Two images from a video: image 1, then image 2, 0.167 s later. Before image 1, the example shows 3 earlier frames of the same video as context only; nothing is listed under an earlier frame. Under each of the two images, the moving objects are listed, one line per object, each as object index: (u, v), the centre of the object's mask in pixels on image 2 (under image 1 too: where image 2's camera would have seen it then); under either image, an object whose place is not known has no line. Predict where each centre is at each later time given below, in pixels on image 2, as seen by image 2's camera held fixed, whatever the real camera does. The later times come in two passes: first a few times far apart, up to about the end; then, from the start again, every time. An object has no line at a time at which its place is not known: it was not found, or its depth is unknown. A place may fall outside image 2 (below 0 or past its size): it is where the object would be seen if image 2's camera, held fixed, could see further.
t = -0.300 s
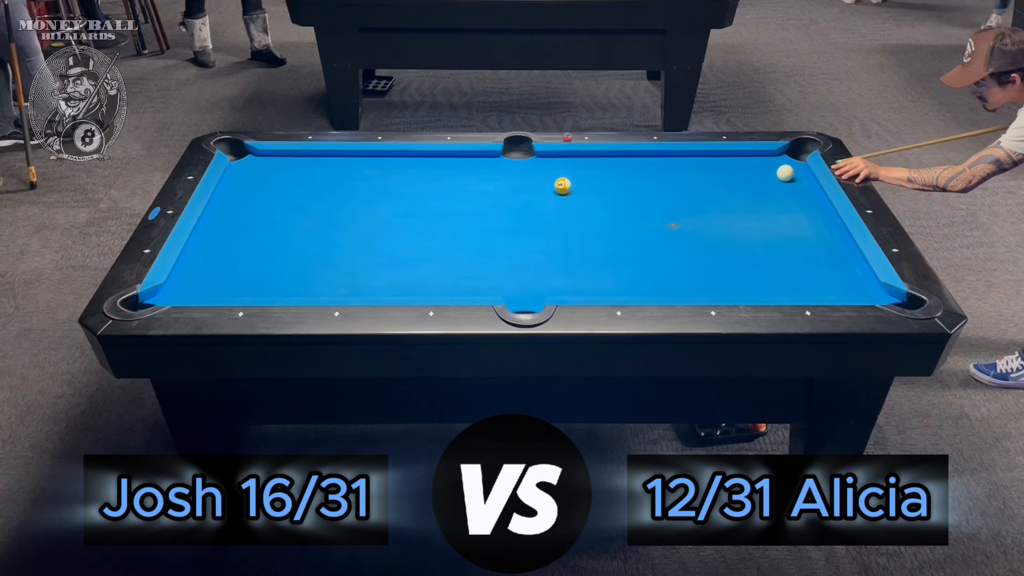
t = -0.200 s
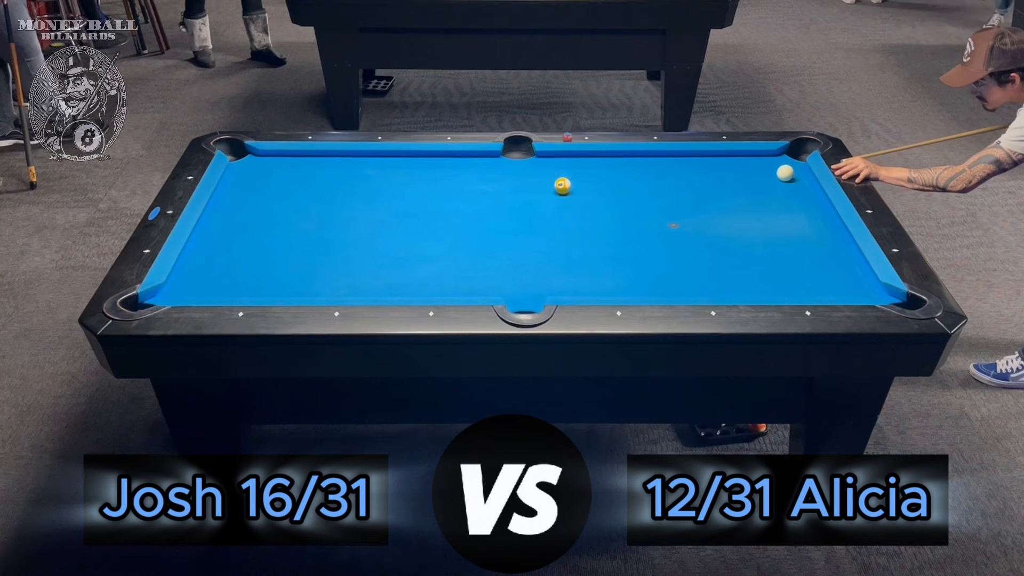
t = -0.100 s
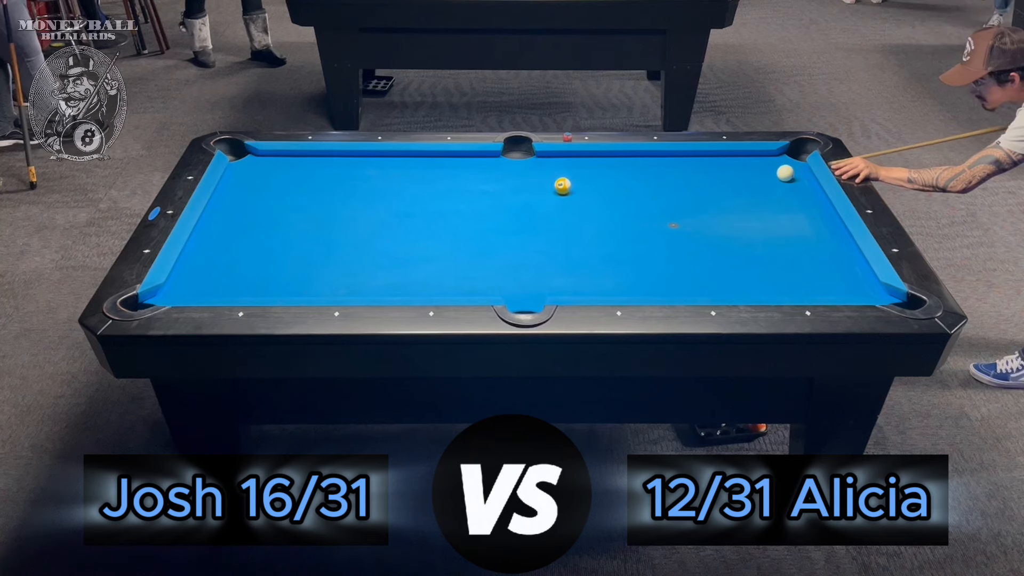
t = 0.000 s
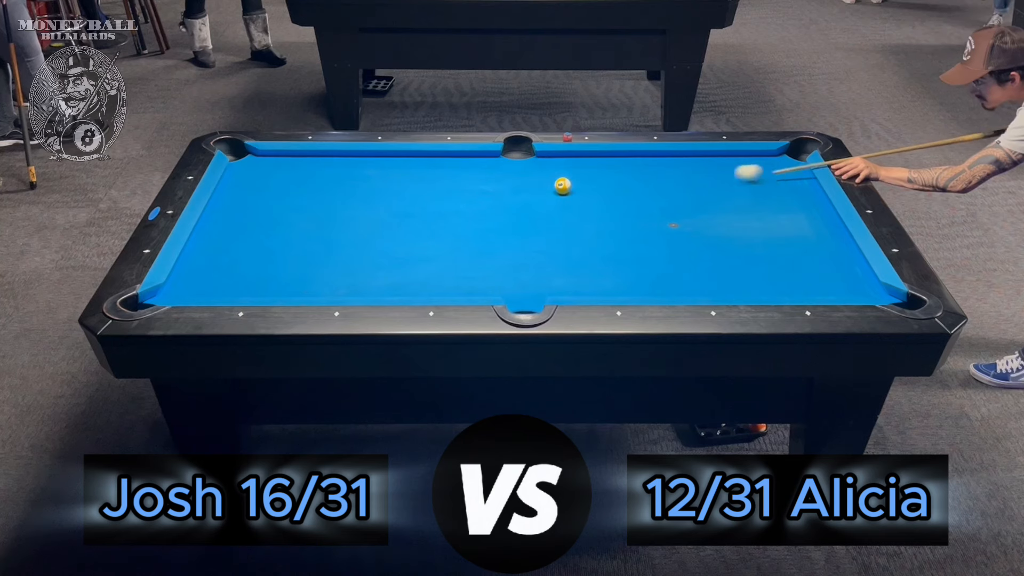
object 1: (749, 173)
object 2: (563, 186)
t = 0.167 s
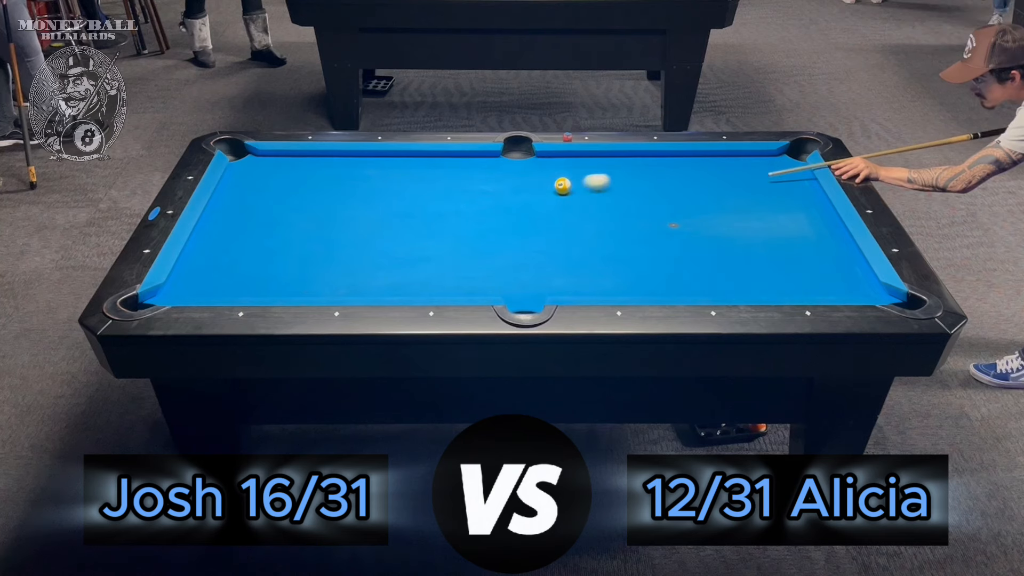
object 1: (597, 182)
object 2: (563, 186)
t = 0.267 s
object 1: (570, 179)
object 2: (505, 194)
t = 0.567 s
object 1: (506, 167)
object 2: (315, 219)
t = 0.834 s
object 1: (442, 158)
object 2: (230, 238)
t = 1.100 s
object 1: (389, 158)
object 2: (327, 249)
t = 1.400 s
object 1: (336, 163)
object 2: (435, 262)
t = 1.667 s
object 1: (290, 167)
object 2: (531, 273)
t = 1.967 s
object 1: (239, 172)
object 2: (642, 285)
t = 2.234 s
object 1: (254, 177)
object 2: (739, 291)
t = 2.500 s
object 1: (280, 181)
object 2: (811, 287)
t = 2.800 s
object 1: (308, 187)
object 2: (857, 279)
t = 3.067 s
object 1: (331, 191)
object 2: (811, 270)
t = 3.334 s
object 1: (353, 195)
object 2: (769, 262)
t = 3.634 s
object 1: (376, 199)
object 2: (726, 254)
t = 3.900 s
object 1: (394, 203)
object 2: (690, 247)
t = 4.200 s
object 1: (412, 206)
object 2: (654, 240)
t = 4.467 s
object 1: (427, 209)
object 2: (624, 234)
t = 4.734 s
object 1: (440, 212)
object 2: (597, 229)
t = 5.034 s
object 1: (452, 214)
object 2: (570, 223)
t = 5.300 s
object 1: (462, 216)
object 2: (548, 219)
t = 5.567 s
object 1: (469, 217)
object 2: (529, 215)
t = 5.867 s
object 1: (476, 219)
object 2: (509, 211)
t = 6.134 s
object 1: (480, 220)
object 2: (493, 207)
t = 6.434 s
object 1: (481, 220)
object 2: (479, 203)
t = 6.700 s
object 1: (482, 220)
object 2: (467, 201)
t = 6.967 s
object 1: (481, 220)
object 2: (458, 199)
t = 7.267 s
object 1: (481, 220)
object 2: (449, 197)
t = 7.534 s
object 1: (482, 221)
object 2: (444, 196)
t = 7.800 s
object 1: (482, 221)
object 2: (440, 195)
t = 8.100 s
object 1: (482, 221)
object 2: (438, 195)
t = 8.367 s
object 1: (482, 221)
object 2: (438, 195)
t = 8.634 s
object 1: (482, 221)
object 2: (438, 195)
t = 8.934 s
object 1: (482, 221)
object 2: (438, 195)
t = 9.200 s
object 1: (481, 221)
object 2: (438, 195)
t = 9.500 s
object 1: (482, 221)
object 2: (438, 195)
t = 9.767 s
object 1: (482, 221)
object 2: (438, 195)
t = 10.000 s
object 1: (482, 221)
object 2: (438, 195)
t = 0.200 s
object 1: (577, 182)
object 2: (554, 187)
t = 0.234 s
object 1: (574, 180)
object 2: (529, 190)
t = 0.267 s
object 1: (570, 179)
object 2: (505, 194)
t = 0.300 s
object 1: (566, 177)
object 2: (481, 197)
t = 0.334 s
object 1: (561, 175)
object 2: (458, 200)
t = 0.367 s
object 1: (555, 174)
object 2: (435, 203)
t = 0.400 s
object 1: (548, 173)
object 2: (413, 206)
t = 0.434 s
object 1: (540, 171)
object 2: (393, 209)
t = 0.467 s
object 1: (531, 170)
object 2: (373, 211)
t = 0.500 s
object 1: (523, 169)
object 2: (354, 214)
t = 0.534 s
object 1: (515, 168)
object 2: (335, 216)
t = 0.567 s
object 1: (506, 167)
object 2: (315, 219)
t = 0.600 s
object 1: (498, 166)
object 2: (295, 222)
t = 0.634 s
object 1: (490, 164)
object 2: (275, 225)
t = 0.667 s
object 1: (482, 163)
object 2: (255, 227)
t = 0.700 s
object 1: (473, 162)
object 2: (234, 230)
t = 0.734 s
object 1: (465, 161)
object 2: (213, 233)
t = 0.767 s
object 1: (458, 160)
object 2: (203, 235)
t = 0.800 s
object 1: (449, 159)
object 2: (216, 236)
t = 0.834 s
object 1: (442, 158)
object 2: (230, 238)
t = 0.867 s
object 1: (434, 156)
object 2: (243, 239)
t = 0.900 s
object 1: (426, 155)
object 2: (255, 240)
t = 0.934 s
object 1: (420, 155)
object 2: (267, 242)
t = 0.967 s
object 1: (414, 156)
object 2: (279, 243)
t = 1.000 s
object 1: (407, 157)
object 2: (291, 245)
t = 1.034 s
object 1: (401, 157)
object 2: (303, 246)
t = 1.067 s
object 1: (395, 158)
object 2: (314, 247)
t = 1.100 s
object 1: (389, 158)
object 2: (327, 249)
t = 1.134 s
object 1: (383, 159)
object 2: (339, 250)
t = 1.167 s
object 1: (377, 159)
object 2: (351, 252)
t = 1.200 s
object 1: (371, 160)
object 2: (363, 253)
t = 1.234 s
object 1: (366, 160)
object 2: (375, 254)
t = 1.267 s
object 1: (360, 161)
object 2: (387, 256)
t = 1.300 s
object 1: (354, 161)
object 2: (399, 257)
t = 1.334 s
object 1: (348, 162)
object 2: (411, 259)
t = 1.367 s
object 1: (342, 163)
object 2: (423, 260)
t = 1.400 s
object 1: (336, 163)
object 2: (435, 262)
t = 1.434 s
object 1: (330, 164)
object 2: (447, 263)
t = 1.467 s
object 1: (325, 164)
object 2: (459, 264)
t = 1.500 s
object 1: (319, 165)
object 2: (471, 266)
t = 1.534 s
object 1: (313, 165)
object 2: (483, 267)
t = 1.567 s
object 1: (307, 166)
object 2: (496, 268)
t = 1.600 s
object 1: (301, 166)
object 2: (507, 270)
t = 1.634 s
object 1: (296, 167)
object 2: (519, 271)
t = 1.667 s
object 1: (290, 167)
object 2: (531, 273)
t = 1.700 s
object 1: (284, 168)
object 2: (544, 274)
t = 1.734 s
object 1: (278, 168)
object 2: (556, 275)
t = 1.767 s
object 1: (273, 169)
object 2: (568, 277)
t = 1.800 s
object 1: (267, 170)
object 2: (581, 279)
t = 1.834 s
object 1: (261, 170)
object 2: (593, 280)
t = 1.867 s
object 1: (256, 171)
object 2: (605, 281)
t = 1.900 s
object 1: (251, 171)
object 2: (617, 282)
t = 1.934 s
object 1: (245, 171)
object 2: (629, 284)
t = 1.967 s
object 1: (239, 172)
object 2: (642, 285)
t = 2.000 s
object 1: (234, 173)
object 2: (654, 286)
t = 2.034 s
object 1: (233, 173)
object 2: (666, 287)
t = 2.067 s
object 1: (237, 174)
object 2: (678, 287)
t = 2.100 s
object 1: (240, 174)
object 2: (691, 288)
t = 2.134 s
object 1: (244, 175)
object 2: (703, 289)
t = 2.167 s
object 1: (247, 175)
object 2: (716, 290)
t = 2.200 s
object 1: (251, 176)
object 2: (728, 291)
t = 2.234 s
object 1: (254, 177)
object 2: (739, 291)
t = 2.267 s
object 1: (257, 177)
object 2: (748, 291)
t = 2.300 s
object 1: (261, 178)
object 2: (757, 290)
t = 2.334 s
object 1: (264, 178)
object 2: (766, 289)
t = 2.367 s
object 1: (267, 179)
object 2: (775, 289)
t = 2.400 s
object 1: (270, 180)
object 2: (785, 288)
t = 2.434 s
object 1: (274, 180)
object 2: (794, 288)
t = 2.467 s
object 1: (277, 181)
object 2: (803, 287)
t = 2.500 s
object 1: (280, 181)
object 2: (811, 287)
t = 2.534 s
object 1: (283, 182)
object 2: (821, 287)
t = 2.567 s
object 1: (286, 183)
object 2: (829, 286)
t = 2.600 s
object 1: (290, 183)
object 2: (838, 285)
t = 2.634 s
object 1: (293, 184)
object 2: (847, 284)
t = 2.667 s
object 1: (296, 184)
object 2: (855, 283)
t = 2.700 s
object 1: (299, 185)
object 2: (863, 282)
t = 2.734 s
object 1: (302, 185)
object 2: (869, 281)
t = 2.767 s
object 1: (305, 186)
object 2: (863, 280)
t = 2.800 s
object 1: (308, 187)
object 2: (857, 279)
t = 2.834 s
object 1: (311, 187)
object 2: (851, 278)
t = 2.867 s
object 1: (314, 188)
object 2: (845, 277)
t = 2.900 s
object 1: (317, 188)
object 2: (839, 275)
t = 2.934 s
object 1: (320, 189)
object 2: (834, 274)
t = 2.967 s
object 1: (323, 189)
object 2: (828, 273)
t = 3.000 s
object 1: (326, 190)
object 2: (822, 272)
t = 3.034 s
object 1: (328, 190)
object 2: (817, 271)
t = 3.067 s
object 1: (331, 191)
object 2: (811, 270)
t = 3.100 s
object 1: (334, 191)
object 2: (806, 269)
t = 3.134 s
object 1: (337, 192)
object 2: (800, 268)
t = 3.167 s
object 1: (340, 192)
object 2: (795, 267)
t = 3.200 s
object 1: (342, 193)
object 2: (790, 266)
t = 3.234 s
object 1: (345, 193)
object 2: (785, 265)
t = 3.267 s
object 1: (348, 193)
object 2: (779, 264)
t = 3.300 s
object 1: (350, 194)
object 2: (774, 262)
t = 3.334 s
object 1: (353, 195)
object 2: (769, 262)
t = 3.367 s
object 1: (356, 195)
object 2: (764, 261)
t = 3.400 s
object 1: (358, 196)
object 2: (759, 260)
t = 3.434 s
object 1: (361, 196)
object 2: (754, 259)
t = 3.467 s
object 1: (363, 197)
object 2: (749, 258)
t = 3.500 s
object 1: (366, 197)
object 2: (745, 257)
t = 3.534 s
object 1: (368, 197)
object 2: (740, 256)
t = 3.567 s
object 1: (370, 198)
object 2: (735, 255)
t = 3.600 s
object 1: (373, 199)
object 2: (730, 254)
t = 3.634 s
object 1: (376, 199)
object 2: (726, 254)
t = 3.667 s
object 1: (378, 200)
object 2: (721, 253)
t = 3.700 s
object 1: (380, 200)
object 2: (716, 252)
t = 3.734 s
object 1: (382, 200)
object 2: (712, 251)
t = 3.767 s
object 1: (385, 201)
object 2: (708, 250)
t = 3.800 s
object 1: (387, 201)
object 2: (703, 249)
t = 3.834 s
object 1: (389, 202)
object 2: (699, 249)
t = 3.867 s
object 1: (391, 202)
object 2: (695, 248)
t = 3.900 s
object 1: (394, 203)
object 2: (690, 247)
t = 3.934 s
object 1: (396, 203)
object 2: (686, 246)
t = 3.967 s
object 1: (398, 204)
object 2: (682, 245)
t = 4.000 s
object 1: (400, 204)
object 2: (678, 245)
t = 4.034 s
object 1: (402, 204)
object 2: (673, 244)
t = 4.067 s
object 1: (404, 205)
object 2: (669, 243)
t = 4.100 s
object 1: (406, 205)
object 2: (666, 242)
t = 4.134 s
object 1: (408, 206)
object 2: (662, 241)
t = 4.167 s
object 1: (410, 206)
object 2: (658, 240)
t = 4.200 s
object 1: (412, 206)
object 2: (654, 240)
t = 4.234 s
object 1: (414, 206)
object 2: (650, 239)
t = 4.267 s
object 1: (416, 206)
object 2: (646, 238)
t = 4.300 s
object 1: (418, 207)
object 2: (642, 238)
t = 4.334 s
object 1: (419, 208)
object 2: (639, 237)
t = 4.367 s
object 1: (421, 208)
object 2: (635, 236)
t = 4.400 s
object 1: (423, 208)
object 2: (631, 235)
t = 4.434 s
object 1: (425, 208)
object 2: (628, 235)
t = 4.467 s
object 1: (427, 209)
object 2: (624, 234)
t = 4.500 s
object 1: (428, 209)
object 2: (621, 233)
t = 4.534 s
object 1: (430, 210)
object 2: (617, 233)
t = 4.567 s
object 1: (432, 210)
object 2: (614, 232)
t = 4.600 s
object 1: (433, 210)
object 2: (611, 231)
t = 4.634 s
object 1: (435, 210)
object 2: (607, 231)
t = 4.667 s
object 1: (437, 211)
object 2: (604, 230)
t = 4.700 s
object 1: (438, 211)
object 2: (601, 229)
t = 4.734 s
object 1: (440, 212)
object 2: (597, 229)
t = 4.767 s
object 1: (441, 212)
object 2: (594, 228)
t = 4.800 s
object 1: (443, 212)
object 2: (591, 227)
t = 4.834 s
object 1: (444, 212)
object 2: (588, 227)
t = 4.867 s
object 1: (446, 213)
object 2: (585, 226)
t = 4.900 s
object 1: (447, 213)
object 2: (582, 225)
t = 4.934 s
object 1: (449, 213)
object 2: (579, 225)
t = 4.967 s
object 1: (450, 213)
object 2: (576, 224)
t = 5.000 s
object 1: (451, 213)
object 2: (573, 224)
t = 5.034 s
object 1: (452, 214)
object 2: (570, 223)
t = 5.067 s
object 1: (454, 214)
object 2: (568, 223)
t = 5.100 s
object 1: (455, 214)
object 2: (564, 222)
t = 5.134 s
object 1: (456, 214)
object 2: (562, 221)
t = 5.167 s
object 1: (457, 215)
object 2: (559, 221)
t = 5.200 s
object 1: (459, 215)
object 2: (556, 220)
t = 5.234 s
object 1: (459, 215)
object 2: (554, 220)
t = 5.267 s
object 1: (460, 215)
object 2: (551, 219)
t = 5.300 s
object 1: (462, 216)
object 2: (548, 219)
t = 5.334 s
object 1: (463, 216)
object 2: (545, 218)
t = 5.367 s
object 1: (464, 216)
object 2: (543, 218)
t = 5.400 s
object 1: (465, 216)
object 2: (540, 217)
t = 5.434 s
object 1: (466, 216)
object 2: (538, 217)
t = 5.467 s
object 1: (467, 216)
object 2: (535, 216)
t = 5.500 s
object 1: (468, 217)
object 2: (533, 216)
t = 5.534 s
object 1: (469, 217)
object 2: (531, 215)
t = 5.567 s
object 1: (469, 217)
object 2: (529, 215)
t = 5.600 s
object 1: (470, 217)
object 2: (526, 214)
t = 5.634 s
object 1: (471, 217)
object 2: (524, 214)
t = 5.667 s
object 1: (472, 218)
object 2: (521, 213)
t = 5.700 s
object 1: (473, 218)
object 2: (519, 213)
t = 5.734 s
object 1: (473, 218)
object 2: (517, 213)
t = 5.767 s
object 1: (474, 218)
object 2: (515, 212)
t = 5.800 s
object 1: (475, 218)
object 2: (513, 211)
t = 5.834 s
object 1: (475, 219)
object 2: (510, 211)
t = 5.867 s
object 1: (476, 219)
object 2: (509, 211)
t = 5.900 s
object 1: (476, 219)
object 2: (506, 210)
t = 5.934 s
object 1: (477, 219)
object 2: (504, 210)
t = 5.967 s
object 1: (477, 219)
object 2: (502, 209)
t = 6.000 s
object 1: (478, 219)
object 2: (501, 209)
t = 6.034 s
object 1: (478, 220)
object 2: (499, 209)
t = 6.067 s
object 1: (479, 220)
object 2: (497, 208)
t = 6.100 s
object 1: (479, 220)
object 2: (495, 208)
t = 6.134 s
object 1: (480, 220)
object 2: (493, 207)
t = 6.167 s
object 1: (480, 220)
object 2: (492, 207)
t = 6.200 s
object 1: (480, 220)
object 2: (490, 206)
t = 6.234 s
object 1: (480, 220)
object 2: (489, 205)
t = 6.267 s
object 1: (481, 220)
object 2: (487, 205)
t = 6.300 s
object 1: (481, 220)
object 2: (485, 204)
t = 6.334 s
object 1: (481, 220)
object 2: (483, 204)
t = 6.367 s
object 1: (481, 220)
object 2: (482, 204)
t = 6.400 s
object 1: (482, 220)
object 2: (480, 204)
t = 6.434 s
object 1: (481, 220)
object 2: (479, 203)
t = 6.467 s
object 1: (482, 220)
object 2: (477, 203)
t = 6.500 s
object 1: (482, 220)
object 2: (475, 203)
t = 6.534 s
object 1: (482, 220)
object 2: (474, 203)
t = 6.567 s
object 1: (482, 220)
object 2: (473, 203)
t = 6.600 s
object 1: (482, 220)
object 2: (471, 203)
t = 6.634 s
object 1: (482, 220)
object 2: (470, 202)
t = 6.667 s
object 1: (481, 220)
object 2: (469, 202)
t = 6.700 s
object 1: (482, 220)
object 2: (467, 201)
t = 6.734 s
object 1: (482, 220)
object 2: (466, 201)
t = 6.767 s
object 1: (482, 220)
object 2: (465, 201)
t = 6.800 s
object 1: (481, 220)
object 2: (463, 201)
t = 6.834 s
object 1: (481, 220)
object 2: (462, 200)
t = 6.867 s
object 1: (481, 220)
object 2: (461, 200)
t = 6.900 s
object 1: (481, 220)
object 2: (460, 200)
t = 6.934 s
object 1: (481, 220)
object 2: (459, 199)
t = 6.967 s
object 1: (481, 220)
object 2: (458, 199)
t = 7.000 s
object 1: (481, 220)
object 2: (457, 199)
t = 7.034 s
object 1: (482, 220)
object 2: (456, 199)
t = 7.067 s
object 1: (482, 220)
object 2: (455, 199)
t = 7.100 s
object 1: (482, 220)
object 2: (454, 198)
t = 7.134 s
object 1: (482, 220)
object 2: (453, 198)
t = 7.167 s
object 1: (482, 220)
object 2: (452, 198)
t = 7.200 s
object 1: (482, 220)
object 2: (451, 198)
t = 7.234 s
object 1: (482, 220)
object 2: (450, 197)
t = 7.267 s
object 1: (481, 220)
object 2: (449, 197)
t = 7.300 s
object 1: (481, 220)
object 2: (449, 197)
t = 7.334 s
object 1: (481, 221)
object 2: (448, 197)
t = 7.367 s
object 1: (482, 221)
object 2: (447, 197)
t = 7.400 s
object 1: (482, 221)
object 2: (447, 197)
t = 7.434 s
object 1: (482, 221)
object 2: (446, 196)
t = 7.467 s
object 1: (482, 221)
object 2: (445, 196)
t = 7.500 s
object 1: (482, 221)
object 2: (444, 196)
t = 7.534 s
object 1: (482, 221)
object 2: (444, 196)
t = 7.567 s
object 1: (481, 221)
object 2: (443, 196)
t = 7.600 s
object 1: (481, 221)
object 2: (443, 196)
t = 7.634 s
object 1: (481, 221)
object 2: (442, 196)
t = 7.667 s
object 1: (481, 221)
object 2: (442, 196)
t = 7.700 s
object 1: (482, 221)
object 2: (441, 196)
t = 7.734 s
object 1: (482, 221)
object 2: (441, 195)
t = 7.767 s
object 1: (482, 221)
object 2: (441, 196)
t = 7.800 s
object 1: (482, 221)
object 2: (440, 195)
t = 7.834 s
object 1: (482, 221)
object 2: (440, 195)
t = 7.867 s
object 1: (482, 221)
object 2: (440, 195)
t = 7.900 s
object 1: (481, 221)
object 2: (440, 195)
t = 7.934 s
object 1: (482, 221)
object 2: (439, 195)
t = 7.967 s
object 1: (481, 221)
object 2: (439, 195)
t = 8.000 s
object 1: (481, 221)
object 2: (439, 195)
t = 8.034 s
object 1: (482, 221)
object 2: (439, 195)
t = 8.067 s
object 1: (482, 221)
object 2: (439, 195)
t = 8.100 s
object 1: (482, 221)
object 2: (438, 195)
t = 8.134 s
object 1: (482, 221)
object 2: (438, 195)
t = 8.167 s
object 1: (482, 221)
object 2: (438, 195)
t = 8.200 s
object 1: (482, 221)
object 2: (438, 195)
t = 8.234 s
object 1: (482, 221)
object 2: (438, 195)
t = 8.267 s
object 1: (482, 221)
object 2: (438, 194)
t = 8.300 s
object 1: (482, 221)
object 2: (438, 195)
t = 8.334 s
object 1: (482, 221)
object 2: (438, 194)
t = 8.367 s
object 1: (482, 221)
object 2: (438, 195)
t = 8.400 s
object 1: (482, 221)
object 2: (438, 195)
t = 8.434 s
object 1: (482, 221)
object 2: (438, 194)
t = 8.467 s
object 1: (482, 221)
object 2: (438, 195)
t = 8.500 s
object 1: (482, 221)
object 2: (438, 195)
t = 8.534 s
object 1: (482, 221)
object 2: (438, 195)
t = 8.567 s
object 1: (482, 221)
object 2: (438, 195)
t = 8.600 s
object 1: (482, 221)
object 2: (438, 195)
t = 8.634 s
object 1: (482, 221)
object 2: (438, 195)
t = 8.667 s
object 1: (482, 221)
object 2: (438, 195)
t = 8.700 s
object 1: (482, 221)
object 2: (438, 195)
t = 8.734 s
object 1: (482, 221)
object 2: (438, 195)
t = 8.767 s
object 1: (482, 221)
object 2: (438, 195)
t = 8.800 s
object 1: (482, 221)
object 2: (438, 195)
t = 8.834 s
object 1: (482, 221)
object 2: (438, 195)
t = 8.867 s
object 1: (481, 221)
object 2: (438, 195)
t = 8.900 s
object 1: (482, 221)
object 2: (438, 195)
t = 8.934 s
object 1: (482, 221)
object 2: (438, 195)
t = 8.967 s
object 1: (481, 221)
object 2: (438, 195)
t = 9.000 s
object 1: (482, 221)
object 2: (438, 195)
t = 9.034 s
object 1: (482, 221)
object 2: (438, 195)
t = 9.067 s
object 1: (481, 221)
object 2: (438, 195)
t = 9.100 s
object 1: (481, 221)
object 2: (438, 195)
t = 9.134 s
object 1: (481, 221)
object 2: (438, 195)
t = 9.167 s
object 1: (481, 221)
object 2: (438, 195)
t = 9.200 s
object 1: (481, 221)
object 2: (438, 195)
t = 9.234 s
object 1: (482, 221)
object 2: (438, 194)
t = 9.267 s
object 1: (481, 221)
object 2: (438, 195)
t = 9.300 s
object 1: (481, 221)
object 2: (438, 195)
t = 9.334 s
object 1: (481, 221)
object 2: (438, 195)
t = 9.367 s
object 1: (481, 221)
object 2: (438, 195)
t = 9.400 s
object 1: (481, 221)
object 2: (438, 195)
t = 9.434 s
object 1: (481, 221)
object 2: (438, 195)
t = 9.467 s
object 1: (482, 221)
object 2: (438, 195)
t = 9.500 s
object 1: (482, 221)
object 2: (438, 195)
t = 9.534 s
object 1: (482, 221)
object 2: (438, 195)
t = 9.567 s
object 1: (482, 221)
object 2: (438, 195)
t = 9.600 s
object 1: (482, 221)
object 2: (438, 194)
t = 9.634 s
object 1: (482, 221)
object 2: (438, 195)
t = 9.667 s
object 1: (482, 221)
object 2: (438, 195)
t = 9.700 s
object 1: (482, 221)
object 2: (438, 194)
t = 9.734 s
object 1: (482, 221)
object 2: (438, 195)
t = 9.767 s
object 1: (482, 221)
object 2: (438, 195)
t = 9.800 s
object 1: (482, 221)
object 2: (438, 194)
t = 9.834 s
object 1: (482, 221)
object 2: (438, 195)
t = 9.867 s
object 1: (482, 221)
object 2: (438, 195)
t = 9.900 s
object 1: (481, 221)
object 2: (438, 194)
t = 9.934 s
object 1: (481, 221)
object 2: (438, 195)
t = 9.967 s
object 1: (482, 221)
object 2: (438, 194)
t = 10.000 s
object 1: (482, 221)
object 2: (438, 195)
